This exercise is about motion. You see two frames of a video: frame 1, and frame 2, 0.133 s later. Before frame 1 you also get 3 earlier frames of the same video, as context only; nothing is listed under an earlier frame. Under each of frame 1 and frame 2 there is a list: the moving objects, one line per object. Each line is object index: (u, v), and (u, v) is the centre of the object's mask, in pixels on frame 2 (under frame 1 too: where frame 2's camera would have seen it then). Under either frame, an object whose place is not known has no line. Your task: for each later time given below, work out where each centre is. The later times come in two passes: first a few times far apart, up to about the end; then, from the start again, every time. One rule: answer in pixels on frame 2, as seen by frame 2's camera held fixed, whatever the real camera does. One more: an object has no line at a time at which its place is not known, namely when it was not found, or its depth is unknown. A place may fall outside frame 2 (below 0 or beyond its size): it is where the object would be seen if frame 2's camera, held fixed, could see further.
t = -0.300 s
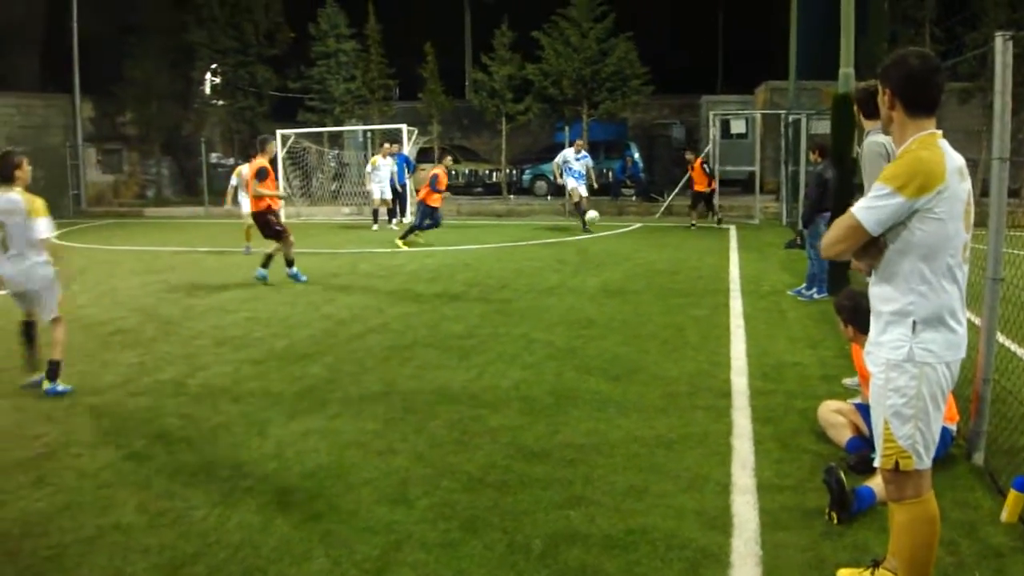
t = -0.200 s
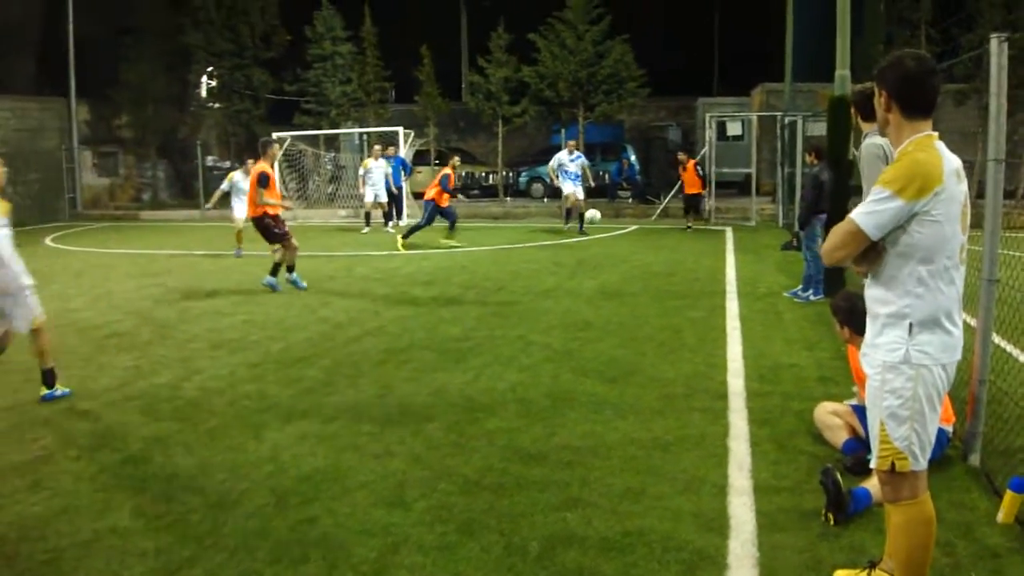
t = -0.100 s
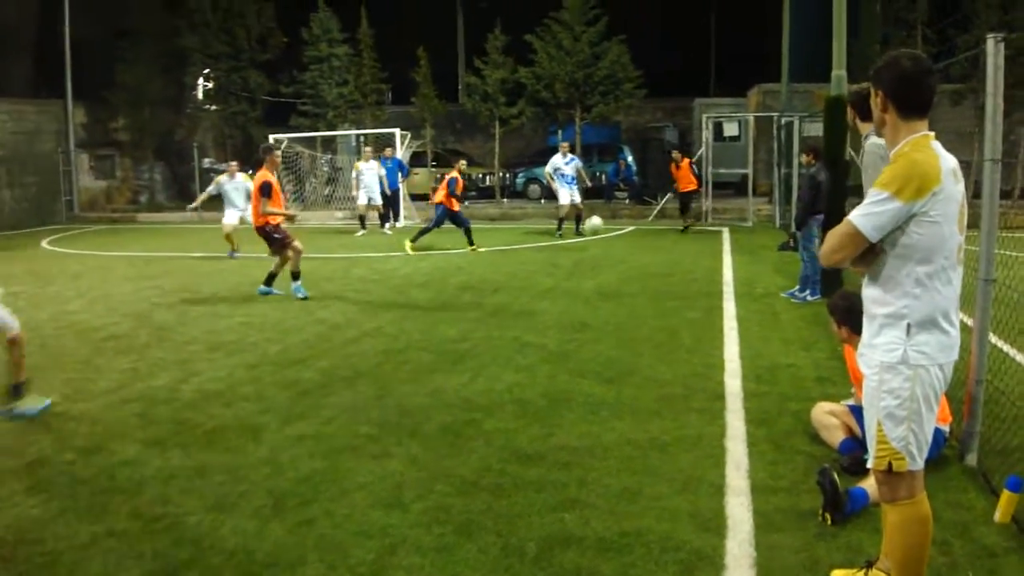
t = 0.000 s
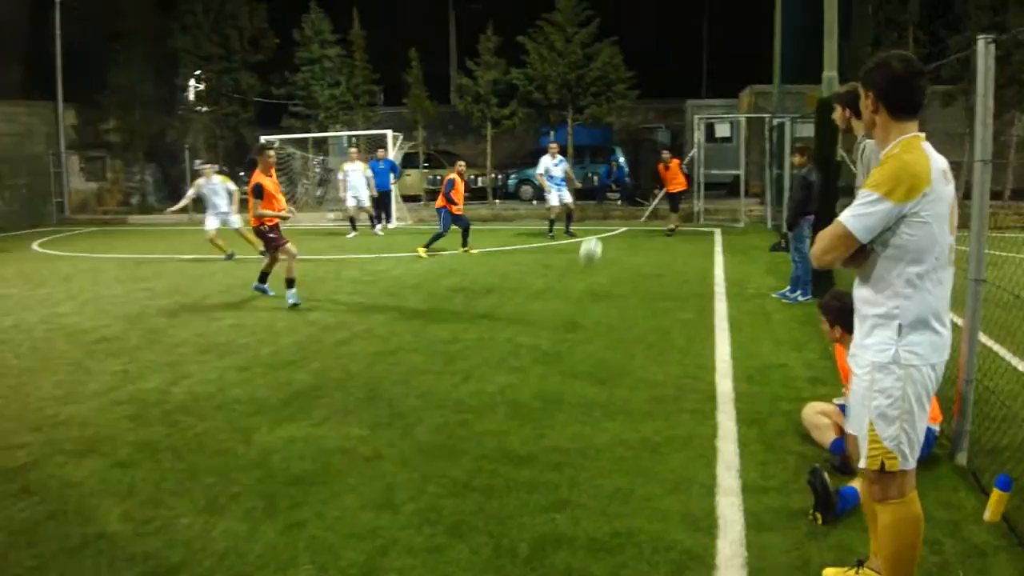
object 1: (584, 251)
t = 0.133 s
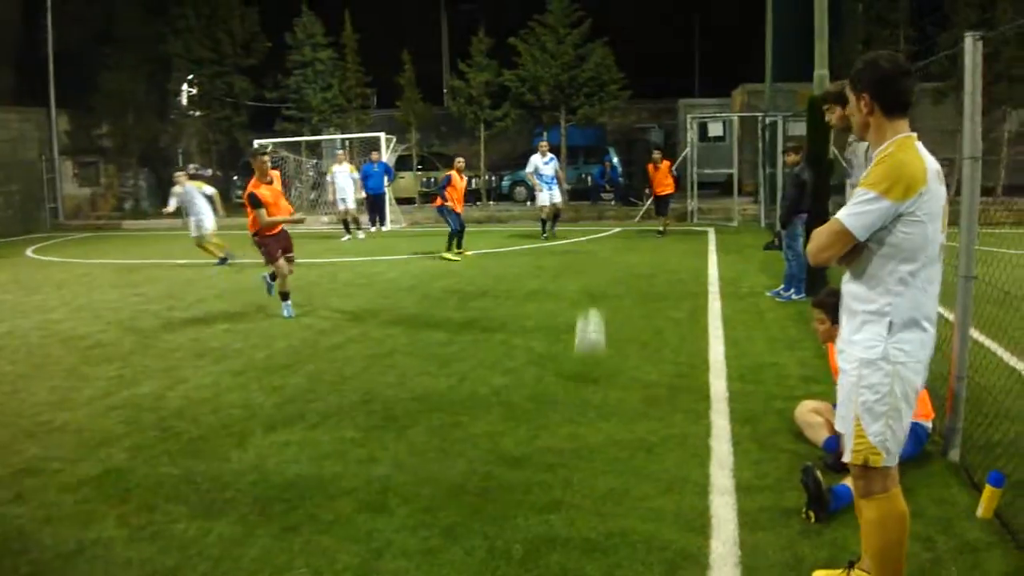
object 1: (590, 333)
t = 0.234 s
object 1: (595, 426)
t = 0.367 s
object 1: (606, 467)
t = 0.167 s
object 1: (590, 368)
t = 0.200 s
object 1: (594, 411)
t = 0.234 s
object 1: (595, 426)
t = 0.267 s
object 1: (597, 430)
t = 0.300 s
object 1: (597, 437)
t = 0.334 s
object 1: (600, 449)
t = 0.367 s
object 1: (606, 467)
